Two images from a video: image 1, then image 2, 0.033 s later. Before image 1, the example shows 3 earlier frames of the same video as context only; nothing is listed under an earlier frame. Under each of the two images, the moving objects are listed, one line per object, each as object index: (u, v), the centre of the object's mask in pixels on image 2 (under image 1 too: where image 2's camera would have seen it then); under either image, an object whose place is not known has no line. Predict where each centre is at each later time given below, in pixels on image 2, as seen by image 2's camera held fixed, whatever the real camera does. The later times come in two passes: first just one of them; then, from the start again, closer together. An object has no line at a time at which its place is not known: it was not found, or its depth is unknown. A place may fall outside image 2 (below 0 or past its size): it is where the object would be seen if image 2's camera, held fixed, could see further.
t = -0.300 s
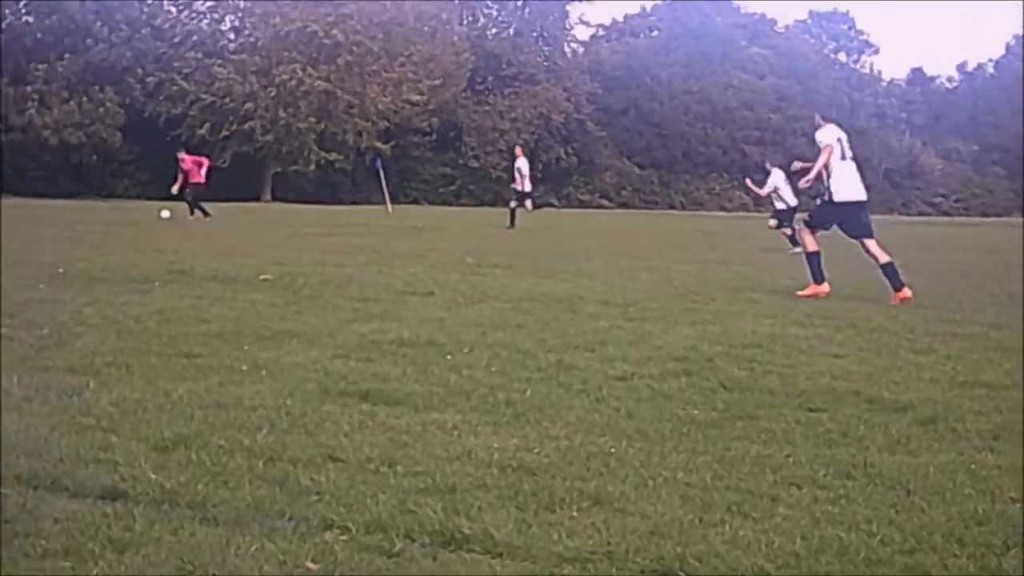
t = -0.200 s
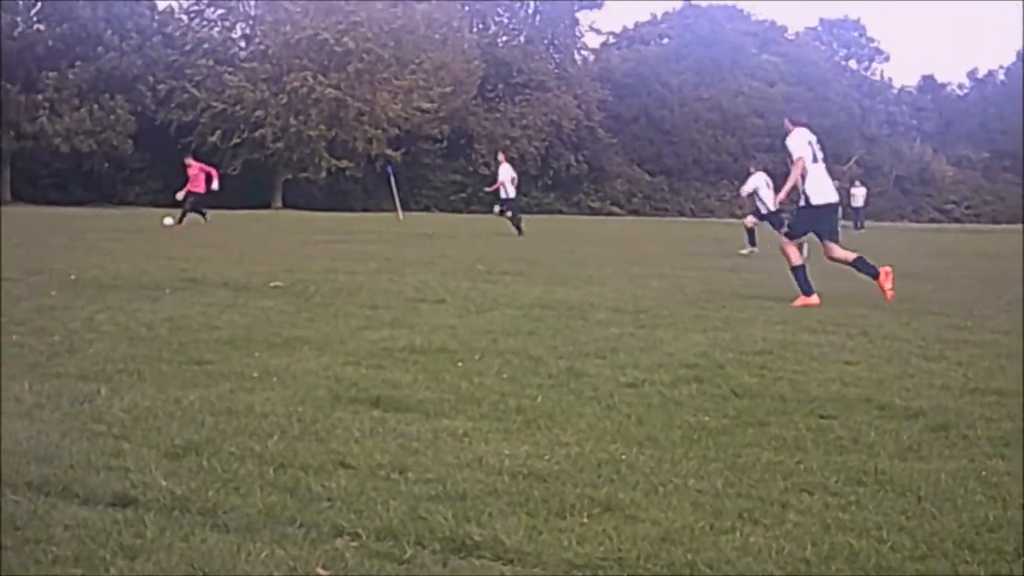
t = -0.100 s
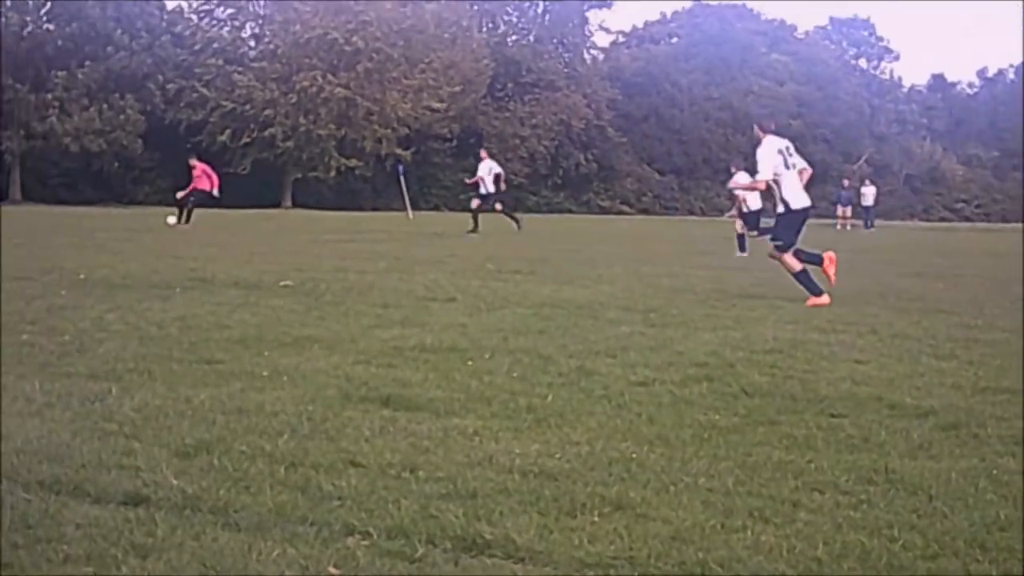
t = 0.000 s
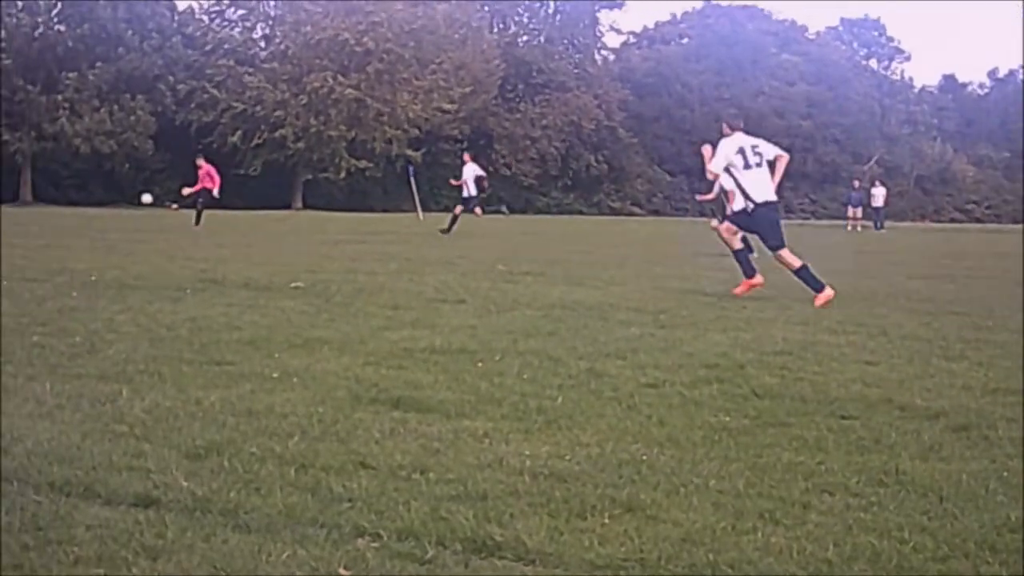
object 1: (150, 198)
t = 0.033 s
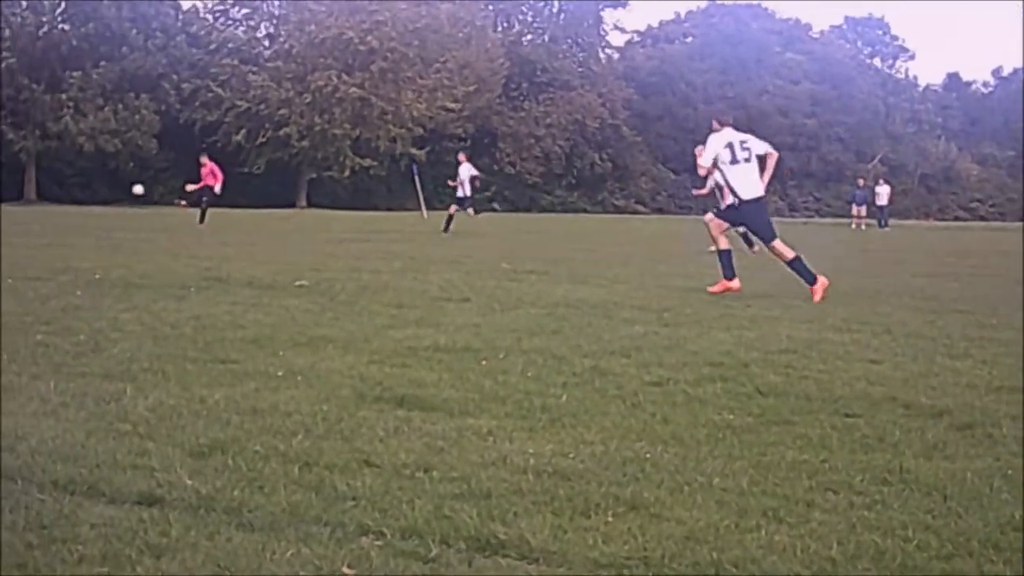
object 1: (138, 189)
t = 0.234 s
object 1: (68, 158)
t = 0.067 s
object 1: (126, 183)
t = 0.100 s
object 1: (113, 177)
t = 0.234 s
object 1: (68, 158)
